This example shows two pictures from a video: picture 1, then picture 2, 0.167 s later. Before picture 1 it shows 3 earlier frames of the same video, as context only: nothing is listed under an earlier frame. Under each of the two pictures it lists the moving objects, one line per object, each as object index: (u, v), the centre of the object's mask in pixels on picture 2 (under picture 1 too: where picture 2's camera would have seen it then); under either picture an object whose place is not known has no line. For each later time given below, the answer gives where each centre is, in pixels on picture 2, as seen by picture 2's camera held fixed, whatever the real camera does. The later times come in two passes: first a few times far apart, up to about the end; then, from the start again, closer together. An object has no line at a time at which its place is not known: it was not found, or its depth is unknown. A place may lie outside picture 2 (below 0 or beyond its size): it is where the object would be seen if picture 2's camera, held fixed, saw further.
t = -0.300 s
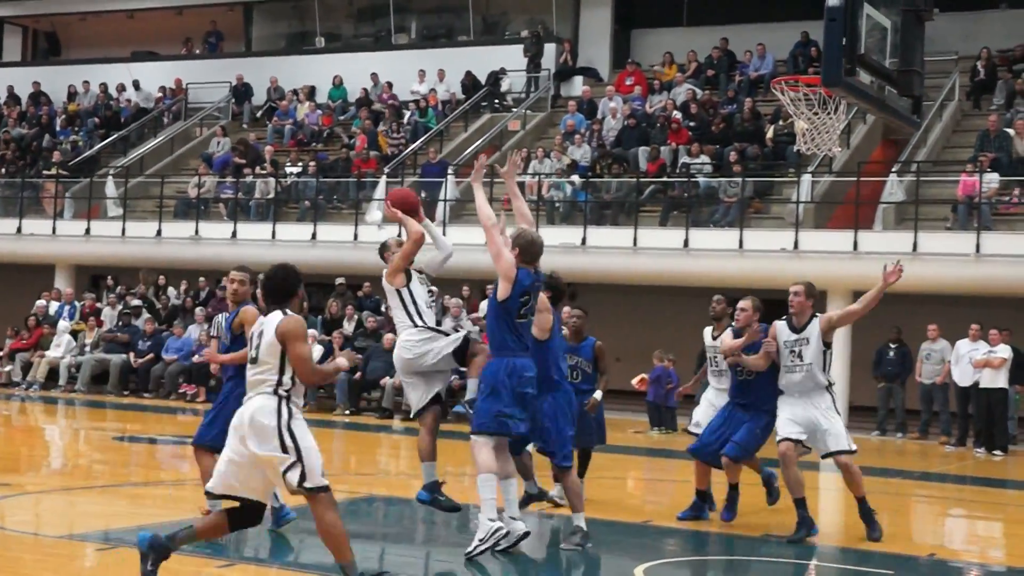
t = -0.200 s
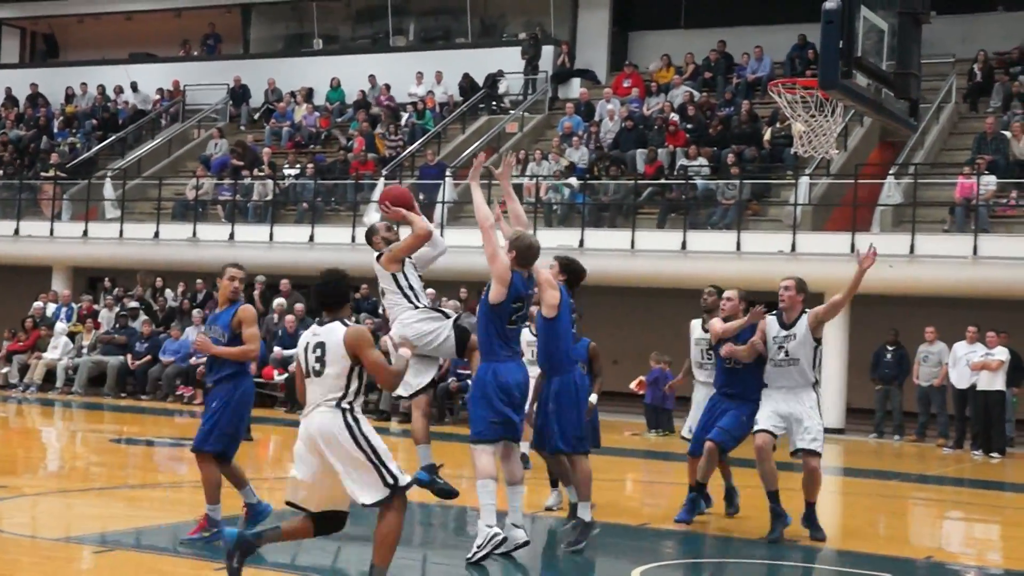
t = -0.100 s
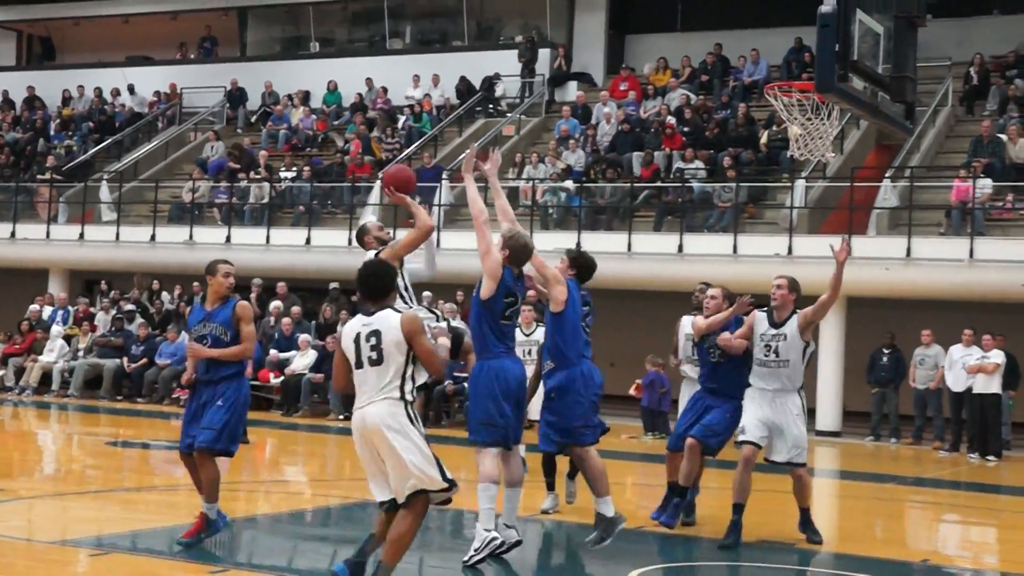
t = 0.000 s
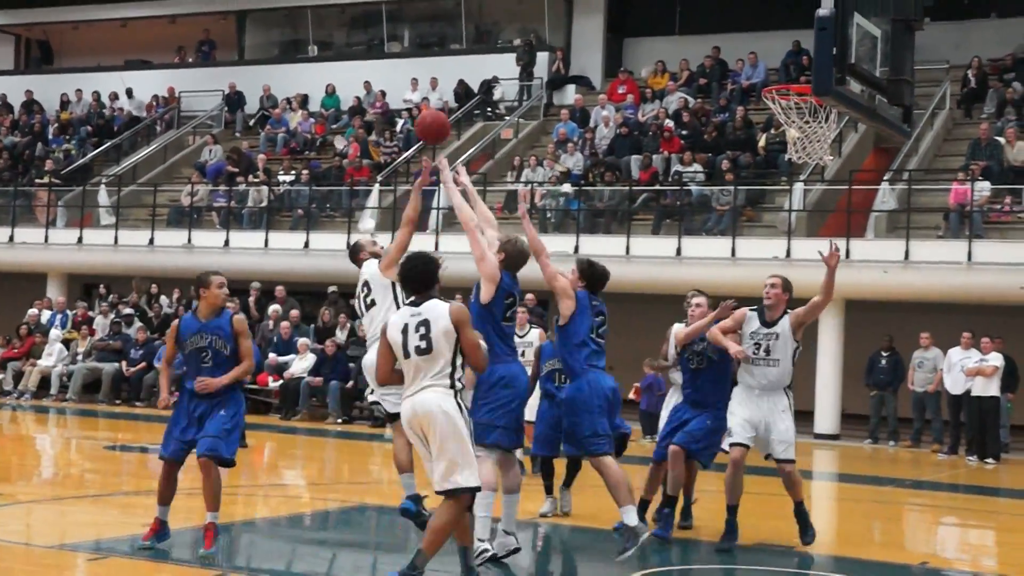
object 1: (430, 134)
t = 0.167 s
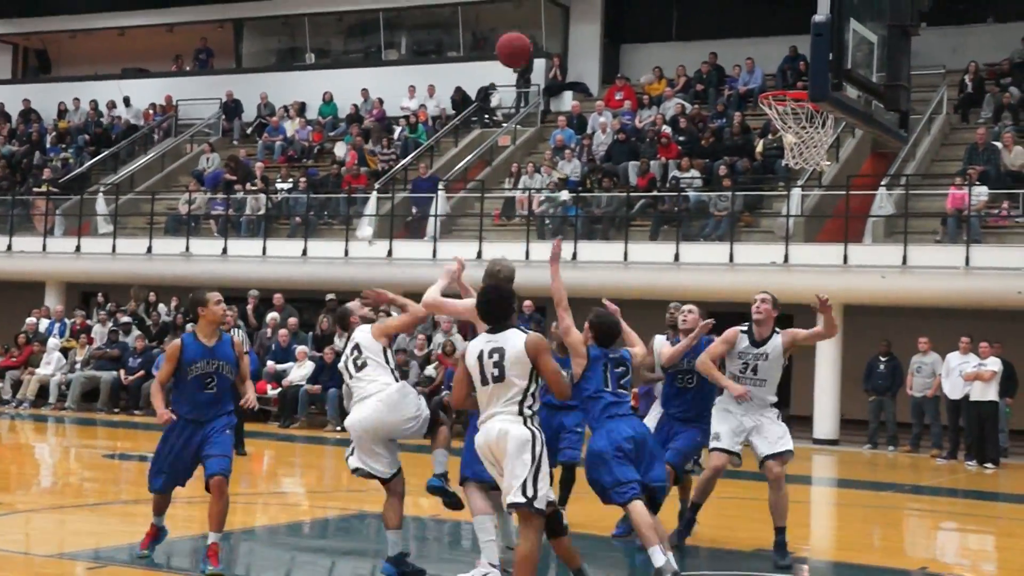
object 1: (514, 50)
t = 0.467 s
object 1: (669, -1)
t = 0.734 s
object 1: (801, 62)
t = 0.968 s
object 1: (809, 13)
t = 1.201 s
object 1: (793, 35)
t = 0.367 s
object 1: (617, 3)
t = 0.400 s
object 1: (634, 0)
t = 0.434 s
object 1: (652, -1)
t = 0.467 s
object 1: (669, -1)
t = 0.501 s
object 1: (687, -1)
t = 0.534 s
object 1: (704, 2)
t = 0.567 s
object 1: (722, 8)
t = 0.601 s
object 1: (740, 15)
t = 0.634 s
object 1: (757, 24)
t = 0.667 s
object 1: (775, 35)
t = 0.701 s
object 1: (792, 48)
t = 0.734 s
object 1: (801, 62)
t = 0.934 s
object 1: (811, 16)
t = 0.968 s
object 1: (809, 13)
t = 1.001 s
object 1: (808, 11)
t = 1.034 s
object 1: (806, 10)
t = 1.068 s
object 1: (804, 12)
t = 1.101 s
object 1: (801, 15)
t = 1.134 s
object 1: (799, 20)
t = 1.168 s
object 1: (796, 26)
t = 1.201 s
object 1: (793, 35)
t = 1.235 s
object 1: (789, 44)
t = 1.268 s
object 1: (784, 55)
